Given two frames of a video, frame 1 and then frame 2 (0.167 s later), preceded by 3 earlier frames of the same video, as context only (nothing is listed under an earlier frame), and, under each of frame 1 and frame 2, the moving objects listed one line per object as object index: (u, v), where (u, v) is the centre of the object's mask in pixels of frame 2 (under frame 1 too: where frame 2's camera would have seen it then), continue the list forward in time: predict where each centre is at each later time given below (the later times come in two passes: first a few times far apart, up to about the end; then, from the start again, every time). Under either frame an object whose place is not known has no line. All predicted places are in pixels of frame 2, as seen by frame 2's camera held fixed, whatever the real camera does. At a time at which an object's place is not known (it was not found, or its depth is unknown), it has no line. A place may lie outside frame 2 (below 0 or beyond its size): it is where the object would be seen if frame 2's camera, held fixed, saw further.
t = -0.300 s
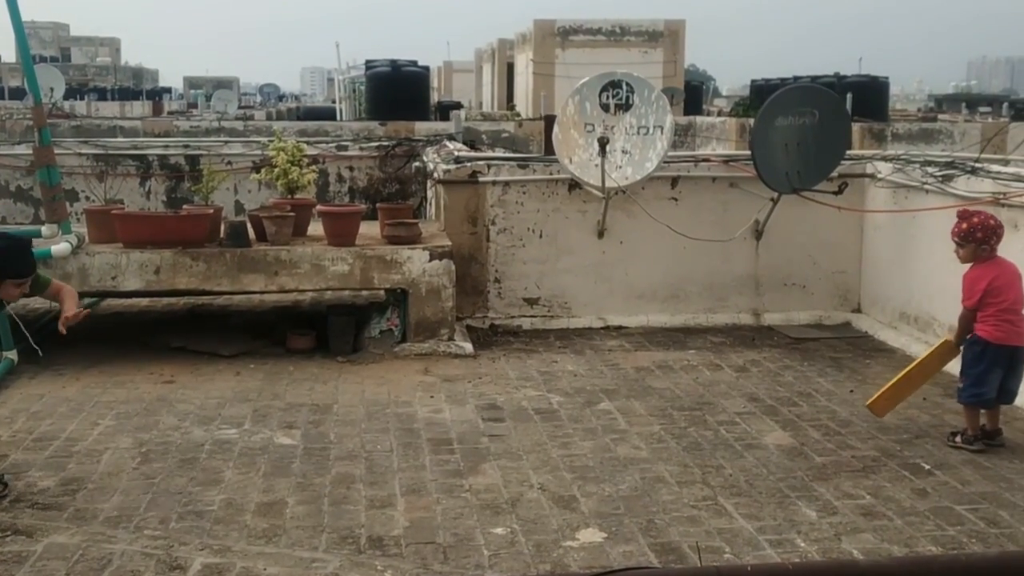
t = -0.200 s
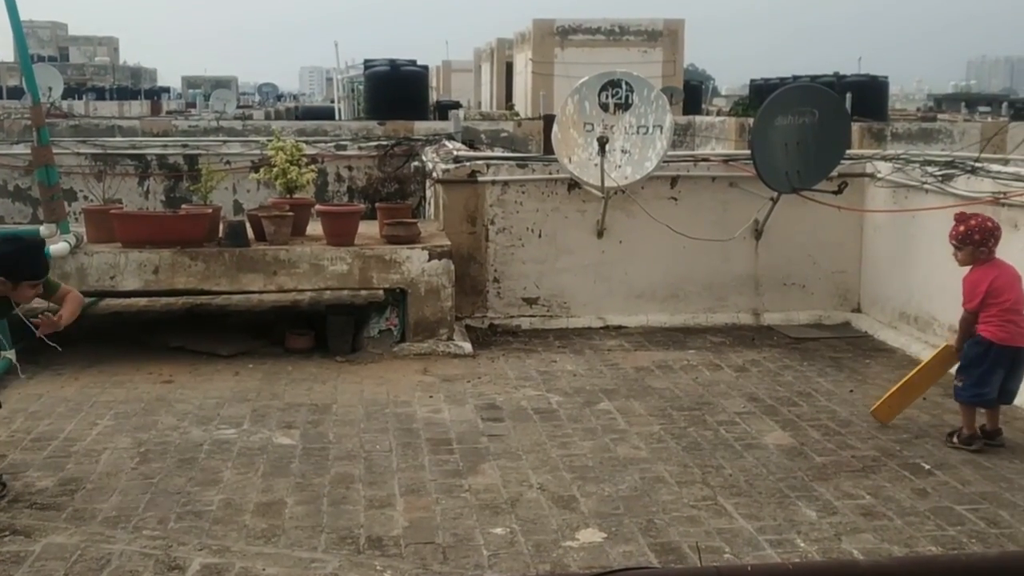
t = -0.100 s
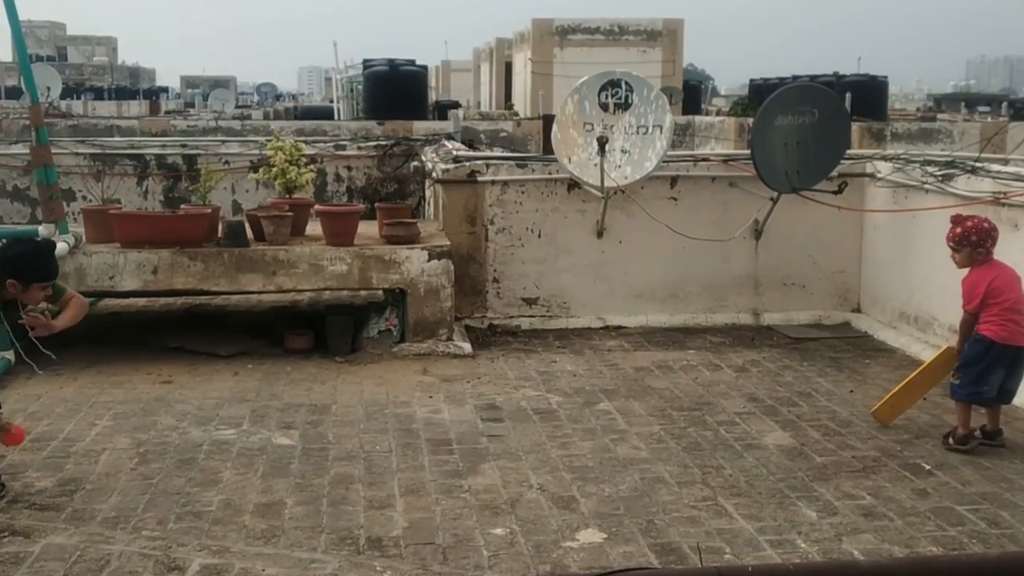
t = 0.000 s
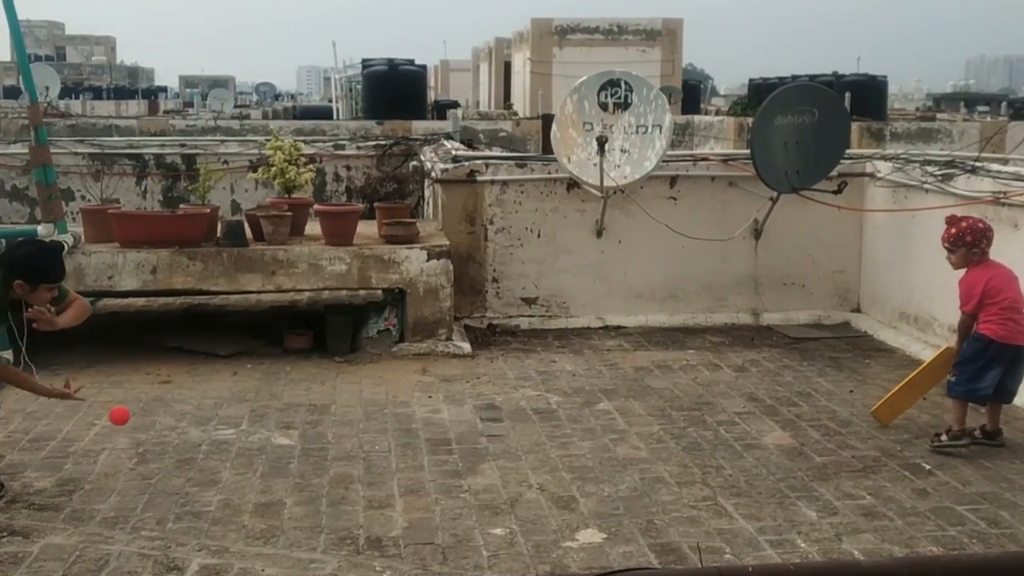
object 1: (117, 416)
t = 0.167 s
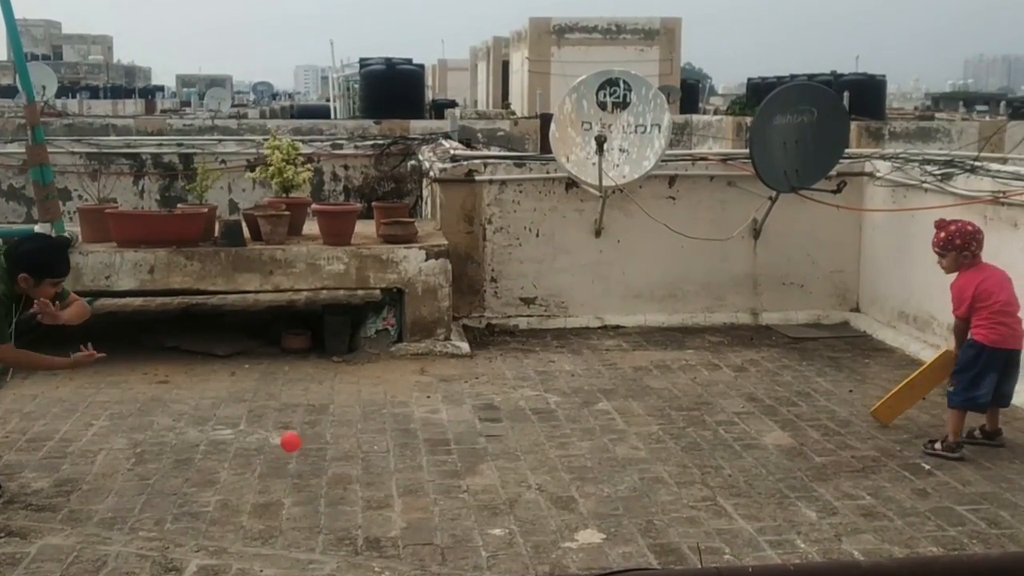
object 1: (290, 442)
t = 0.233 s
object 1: (350, 457)
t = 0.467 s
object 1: (502, 426)
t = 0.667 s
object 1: (623, 425)
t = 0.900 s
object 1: (749, 429)
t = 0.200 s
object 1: (324, 456)
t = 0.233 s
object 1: (350, 457)
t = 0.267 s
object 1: (372, 443)
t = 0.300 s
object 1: (394, 433)
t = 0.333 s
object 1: (416, 426)
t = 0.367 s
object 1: (438, 421)
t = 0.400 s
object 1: (459, 420)
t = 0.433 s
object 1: (481, 421)
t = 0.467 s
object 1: (502, 426)
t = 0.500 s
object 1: (524, 433)
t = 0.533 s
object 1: (545, 444)
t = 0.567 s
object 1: (565, 450)
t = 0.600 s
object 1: (585, 438)
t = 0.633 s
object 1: (603, 430)
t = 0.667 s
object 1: (623, 425)
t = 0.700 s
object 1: (641, 423)
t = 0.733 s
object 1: (660, 424)
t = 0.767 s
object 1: (679, 427)
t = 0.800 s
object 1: (697, 434)
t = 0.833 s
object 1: (715, 444)
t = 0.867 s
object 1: (732, 436)
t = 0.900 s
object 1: (749, 429)
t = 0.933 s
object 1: (766, 424)
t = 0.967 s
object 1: (783, 422)
